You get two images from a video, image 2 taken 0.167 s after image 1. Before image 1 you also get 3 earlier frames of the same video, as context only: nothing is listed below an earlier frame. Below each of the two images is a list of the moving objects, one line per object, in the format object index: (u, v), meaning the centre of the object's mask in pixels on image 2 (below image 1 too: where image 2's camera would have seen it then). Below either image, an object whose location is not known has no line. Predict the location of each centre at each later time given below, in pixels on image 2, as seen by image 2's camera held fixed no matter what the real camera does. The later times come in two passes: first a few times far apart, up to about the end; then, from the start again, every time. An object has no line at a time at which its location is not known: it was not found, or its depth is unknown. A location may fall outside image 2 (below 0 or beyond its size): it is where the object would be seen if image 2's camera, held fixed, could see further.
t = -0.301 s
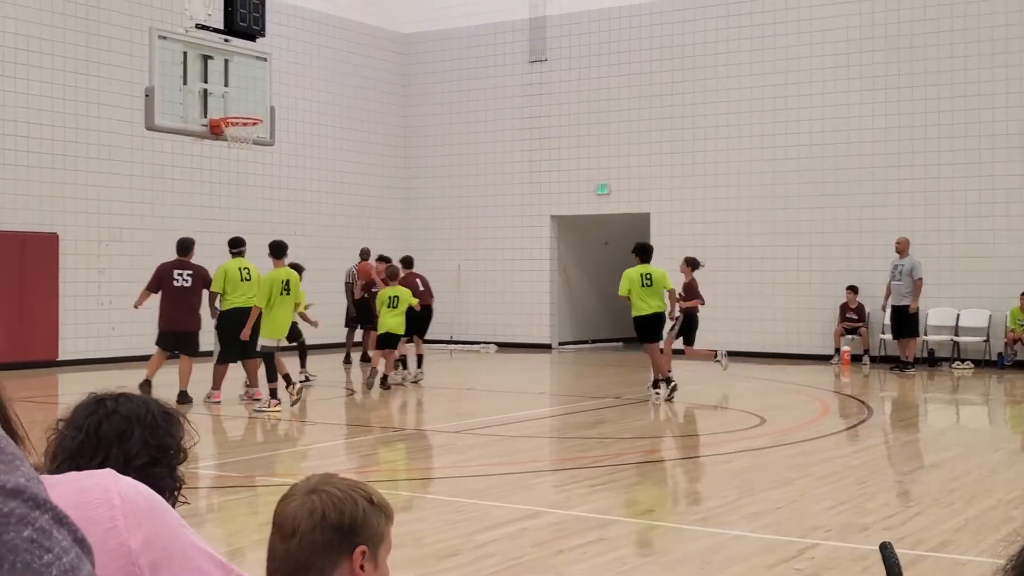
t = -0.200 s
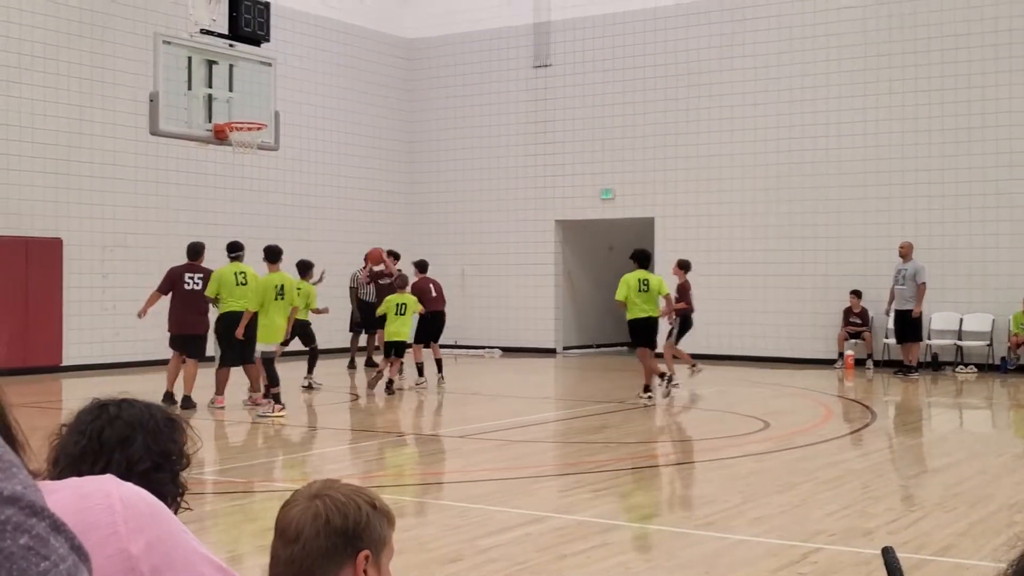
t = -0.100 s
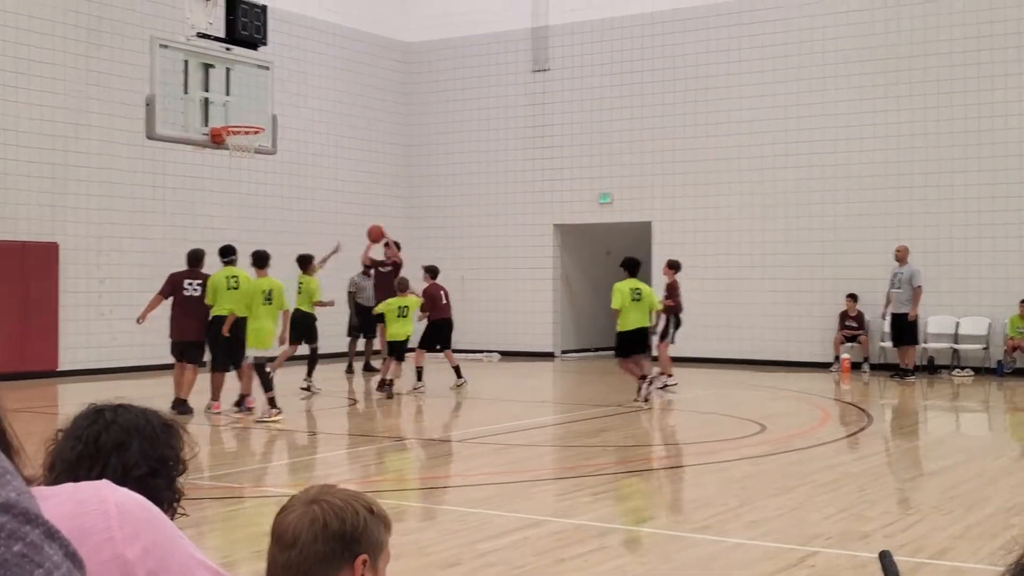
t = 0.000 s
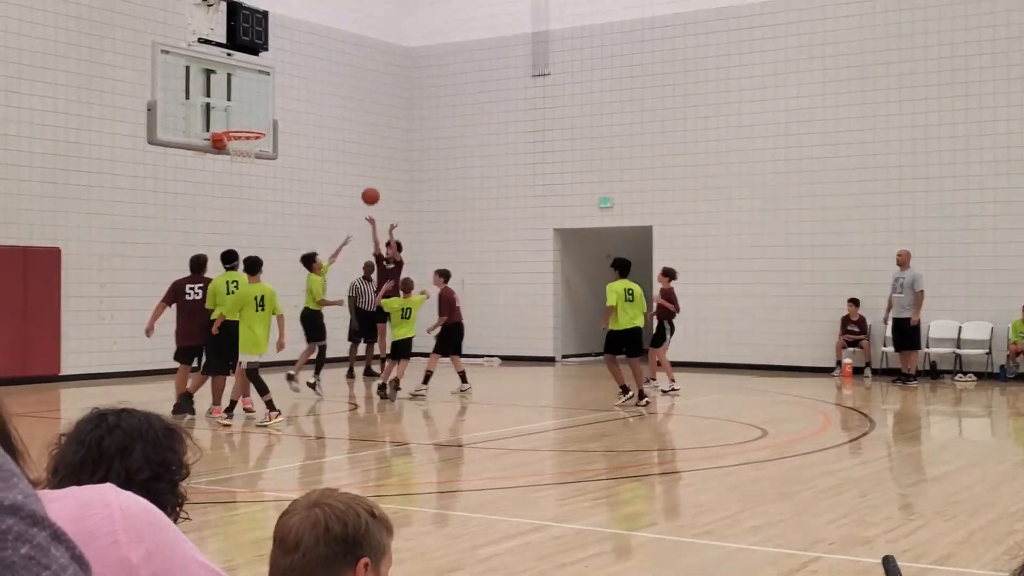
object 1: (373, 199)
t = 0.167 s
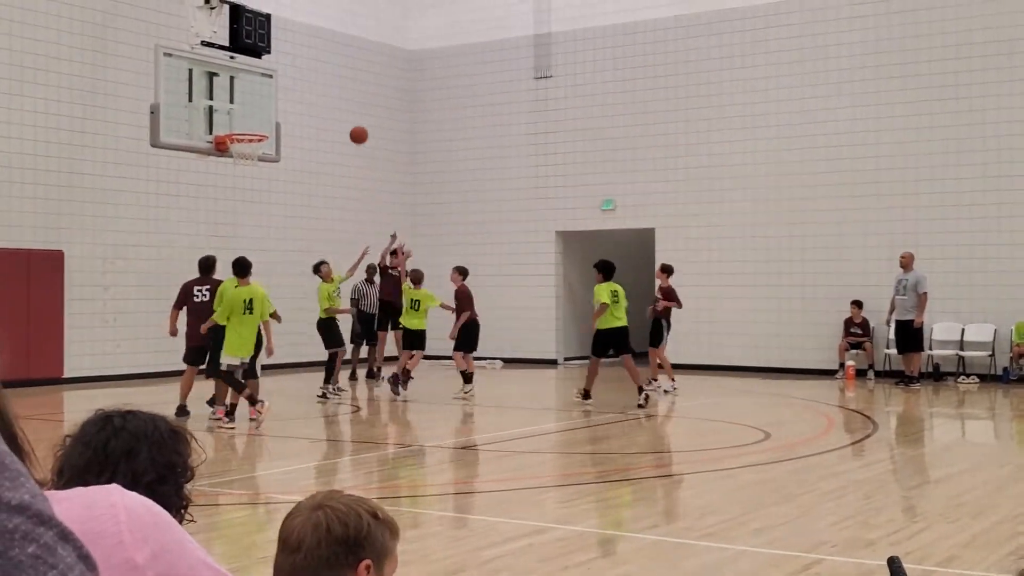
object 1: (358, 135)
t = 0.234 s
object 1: (353, 115)
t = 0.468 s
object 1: (331, 69)
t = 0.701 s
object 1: (309, 65)
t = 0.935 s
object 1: (287, 104)
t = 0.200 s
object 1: (356, 125)
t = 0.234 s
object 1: (353, 115)
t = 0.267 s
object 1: (350, 106)
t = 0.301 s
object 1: (347, 98)
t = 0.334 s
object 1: (344, 91)
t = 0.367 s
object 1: (340, 84)
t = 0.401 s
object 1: (337, 78)
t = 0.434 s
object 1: (334, 73)
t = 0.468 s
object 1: (331, 69)
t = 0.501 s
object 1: (328, 66)
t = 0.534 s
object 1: (325, 64)
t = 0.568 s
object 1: (322, 62)
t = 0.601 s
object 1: (319, 61)
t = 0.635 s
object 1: (316, 62)
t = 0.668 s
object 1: (313, 63)
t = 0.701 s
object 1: (309, 65)
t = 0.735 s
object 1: (306, 68)
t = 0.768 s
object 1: (303, 72)
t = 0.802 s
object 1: (300, 76)
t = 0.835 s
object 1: (297, 82)
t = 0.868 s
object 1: (294, 88)
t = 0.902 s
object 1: (290, 96)
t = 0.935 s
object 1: (287, 104)
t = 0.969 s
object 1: (284, 114)
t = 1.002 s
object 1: (281, 124)
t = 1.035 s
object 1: (278, 136)
